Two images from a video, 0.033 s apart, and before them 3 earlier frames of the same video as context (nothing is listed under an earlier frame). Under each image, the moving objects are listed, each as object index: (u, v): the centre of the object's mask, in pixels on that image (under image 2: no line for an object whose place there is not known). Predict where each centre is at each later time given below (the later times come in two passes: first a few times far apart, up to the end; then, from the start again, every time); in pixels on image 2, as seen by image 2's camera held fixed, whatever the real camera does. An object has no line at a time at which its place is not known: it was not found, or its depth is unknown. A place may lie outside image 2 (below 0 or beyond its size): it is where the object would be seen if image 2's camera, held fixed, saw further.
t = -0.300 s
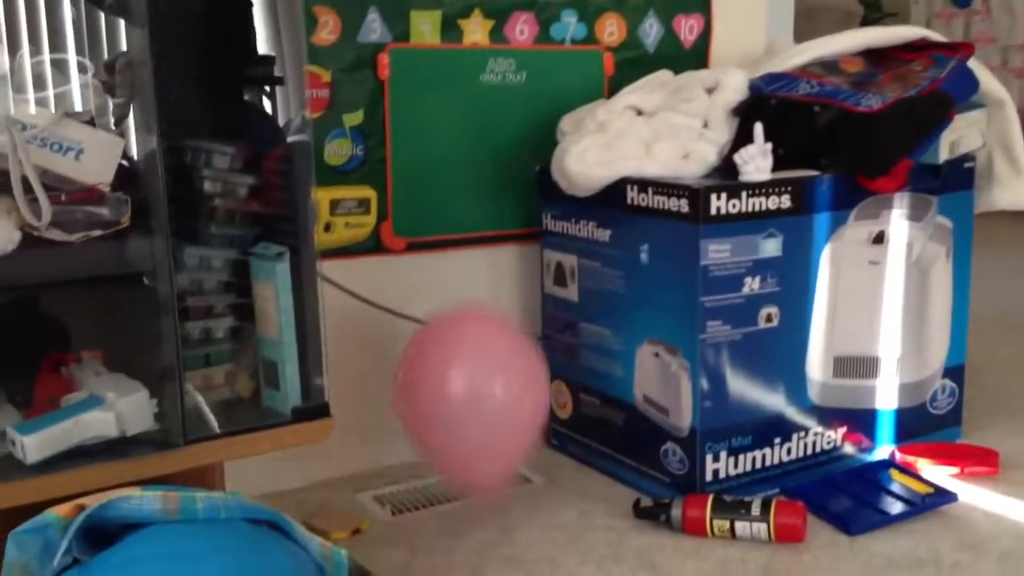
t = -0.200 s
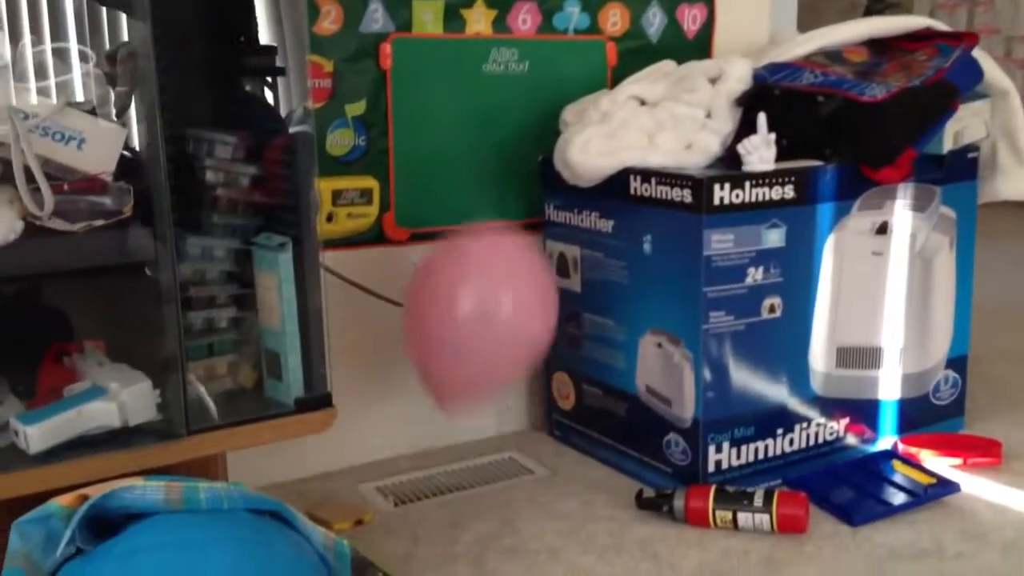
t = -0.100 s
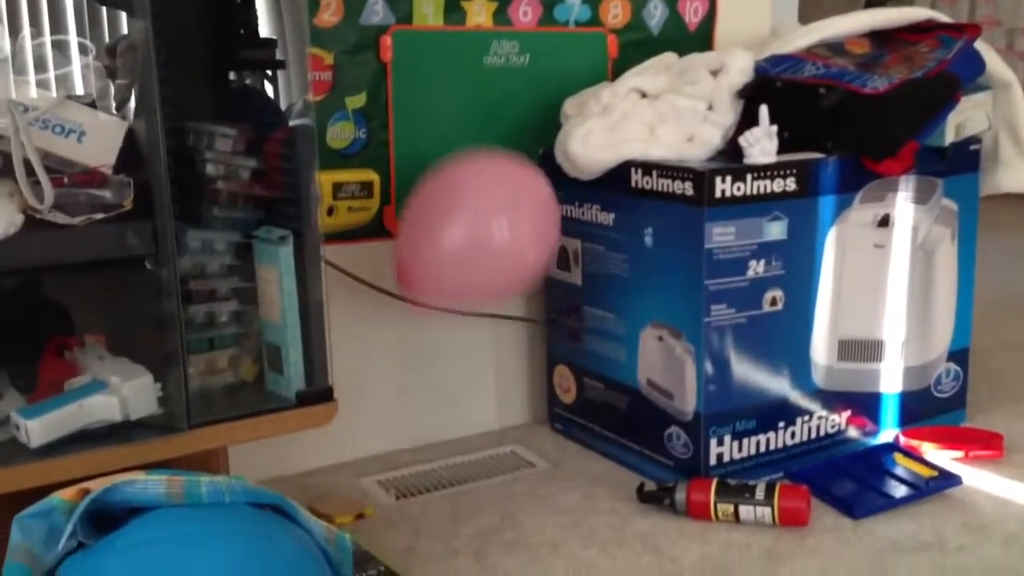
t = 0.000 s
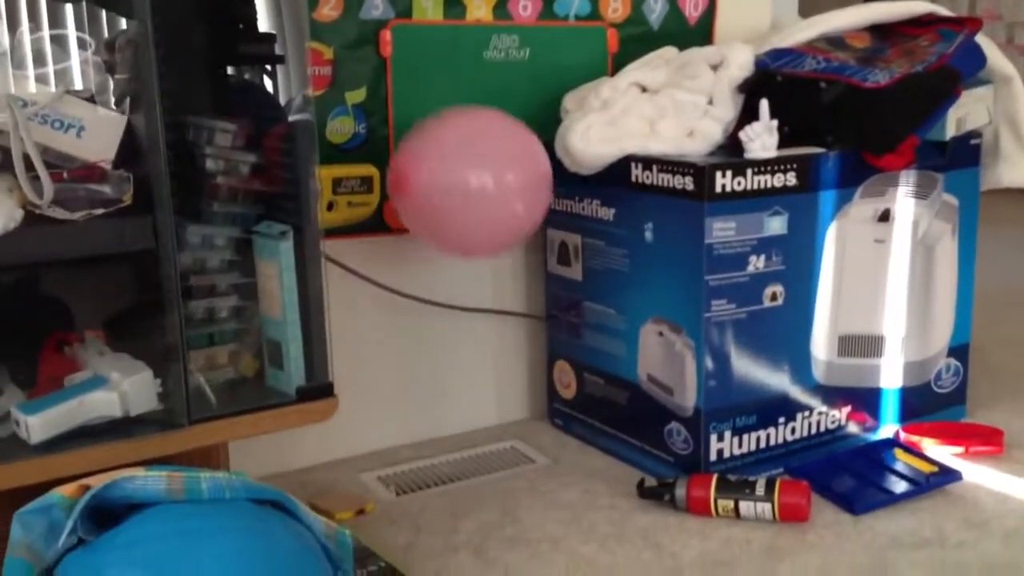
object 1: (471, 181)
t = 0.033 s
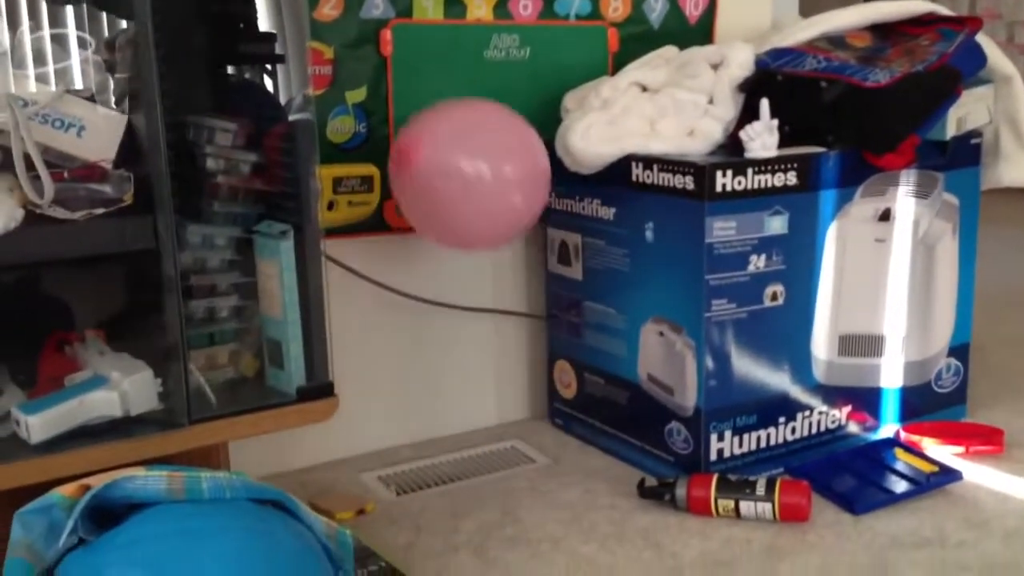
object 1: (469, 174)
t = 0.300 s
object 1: (489, 166)
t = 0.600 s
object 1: (574, 177)
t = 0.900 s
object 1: (602, 219)
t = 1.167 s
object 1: (588, 314)
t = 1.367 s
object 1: (555, 417)
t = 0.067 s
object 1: (468, 168)
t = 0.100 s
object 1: (467, 164)
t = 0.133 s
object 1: (468, 161)
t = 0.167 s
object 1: (470, 159)
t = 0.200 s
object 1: (473, 159)
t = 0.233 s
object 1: (478, 160)
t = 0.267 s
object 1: (483, 163)
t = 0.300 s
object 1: (489, 166)
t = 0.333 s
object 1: (496, 169)
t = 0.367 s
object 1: (504, 170)
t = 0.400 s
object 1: (517, 171)
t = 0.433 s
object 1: (530, 172)
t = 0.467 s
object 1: (542, 173)
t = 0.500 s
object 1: (552, 174)
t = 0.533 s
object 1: (560, 174)
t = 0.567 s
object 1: (568, 175)
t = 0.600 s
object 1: (574, 177)
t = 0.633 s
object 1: (580, 179)
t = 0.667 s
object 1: (584, 184)
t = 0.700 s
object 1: (587, 190)
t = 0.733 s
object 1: (590, 195)
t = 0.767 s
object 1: (592, 199)
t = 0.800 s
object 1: (594, 203)
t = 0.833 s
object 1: (597, 207)
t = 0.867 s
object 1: (600, 213)
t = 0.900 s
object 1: (602, 219)
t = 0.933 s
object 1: (602, 227)
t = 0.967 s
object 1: (602, 237)
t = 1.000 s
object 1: (601, 247)
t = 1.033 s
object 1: (600, 250)
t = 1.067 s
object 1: (599, 267)
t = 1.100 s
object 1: (595, 284)
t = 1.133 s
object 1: (592, 299)
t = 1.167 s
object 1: (588, 314)
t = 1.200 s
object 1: (583, 330)
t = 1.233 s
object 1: (578, 346)
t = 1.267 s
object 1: (572, 363)
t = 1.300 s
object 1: (566, 380)
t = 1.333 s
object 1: (561, 399)
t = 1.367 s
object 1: (555, 417)
